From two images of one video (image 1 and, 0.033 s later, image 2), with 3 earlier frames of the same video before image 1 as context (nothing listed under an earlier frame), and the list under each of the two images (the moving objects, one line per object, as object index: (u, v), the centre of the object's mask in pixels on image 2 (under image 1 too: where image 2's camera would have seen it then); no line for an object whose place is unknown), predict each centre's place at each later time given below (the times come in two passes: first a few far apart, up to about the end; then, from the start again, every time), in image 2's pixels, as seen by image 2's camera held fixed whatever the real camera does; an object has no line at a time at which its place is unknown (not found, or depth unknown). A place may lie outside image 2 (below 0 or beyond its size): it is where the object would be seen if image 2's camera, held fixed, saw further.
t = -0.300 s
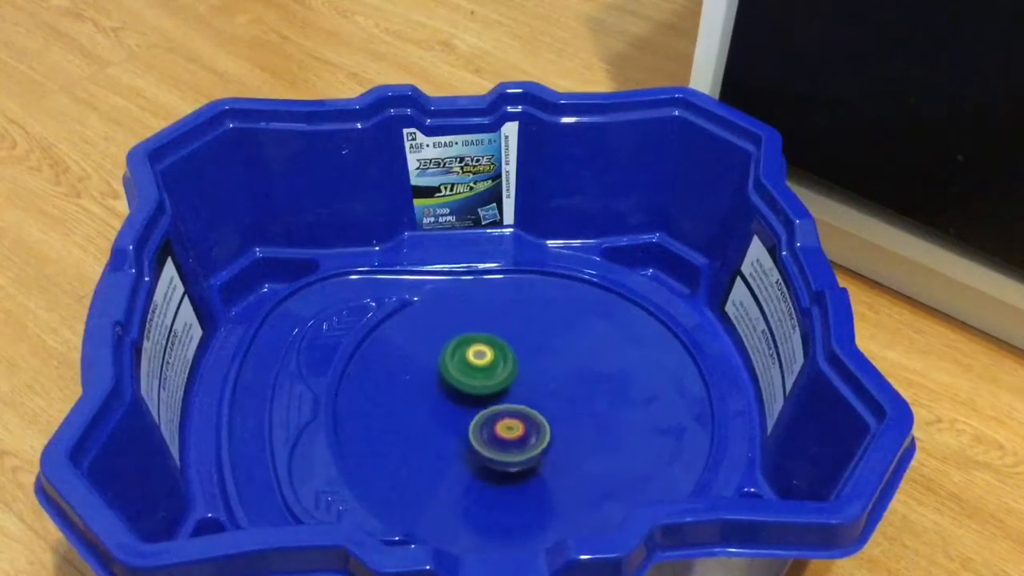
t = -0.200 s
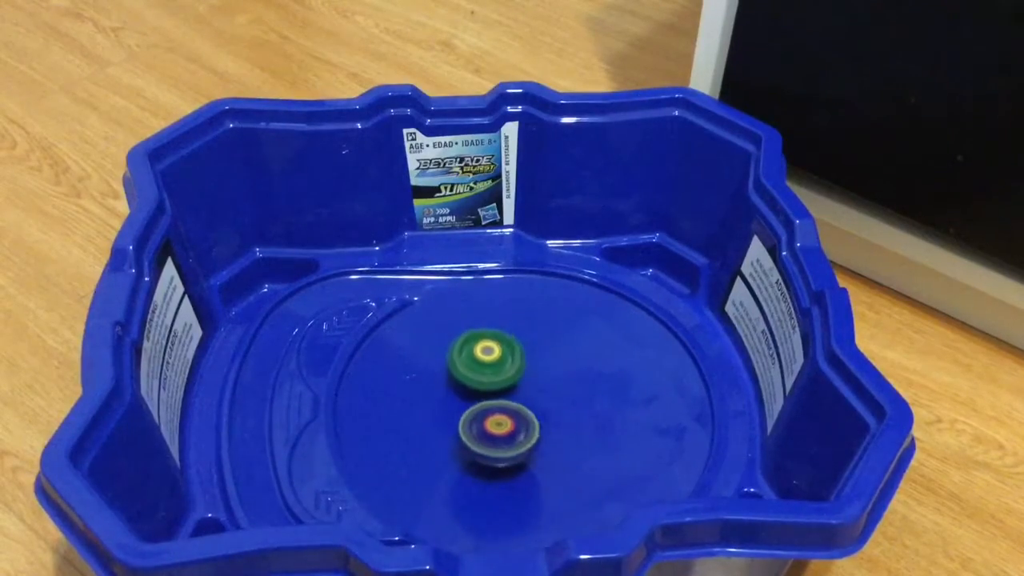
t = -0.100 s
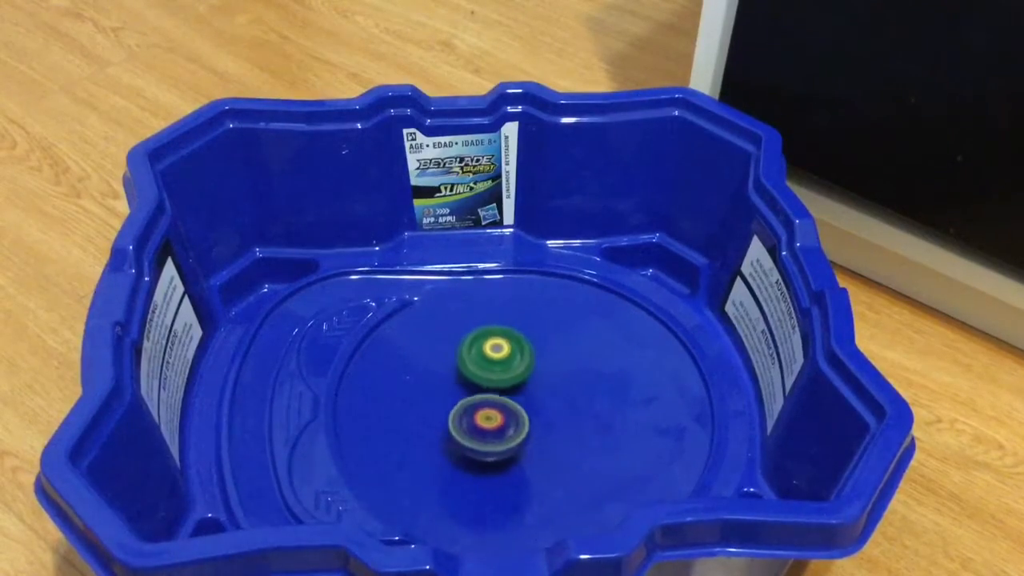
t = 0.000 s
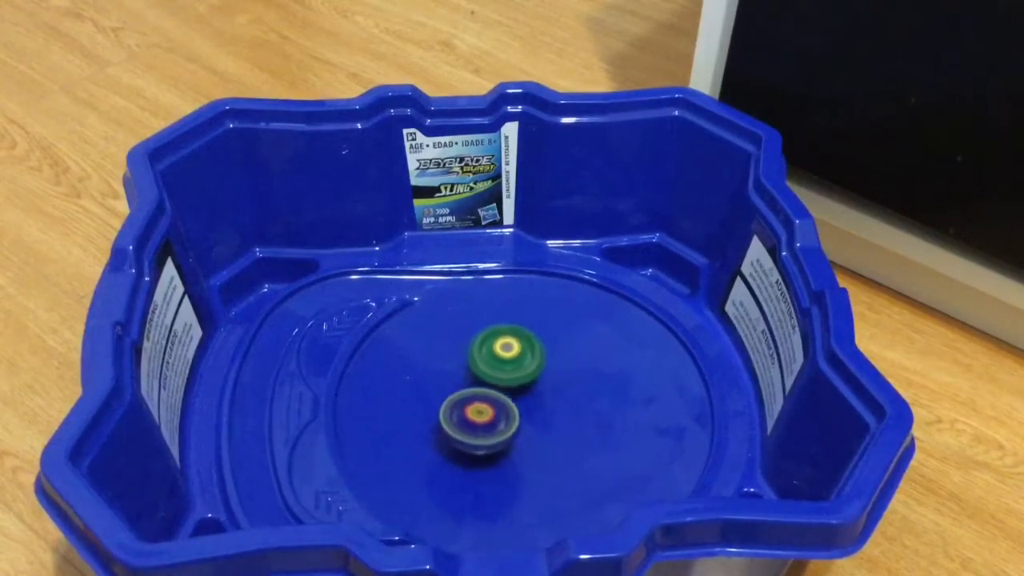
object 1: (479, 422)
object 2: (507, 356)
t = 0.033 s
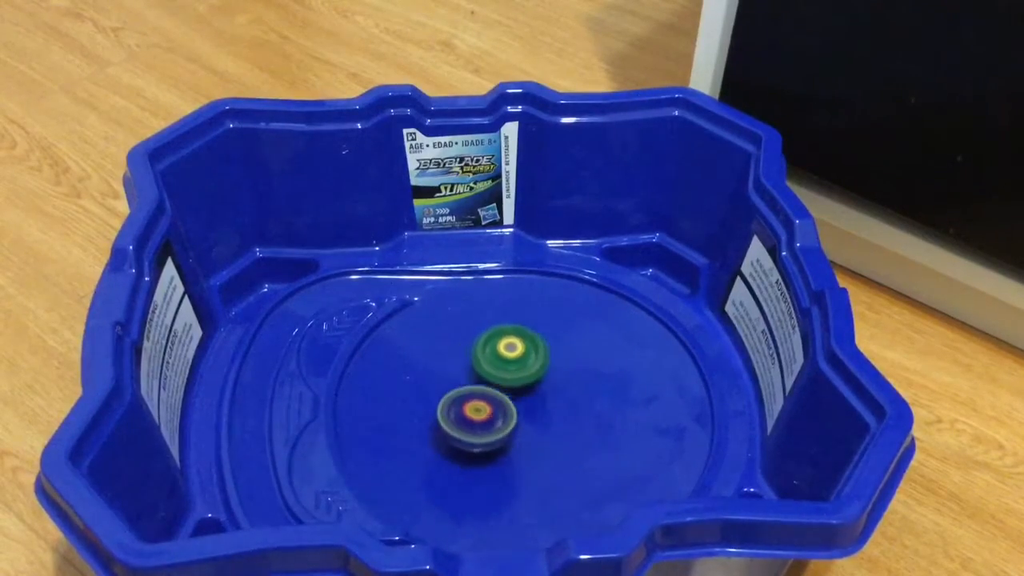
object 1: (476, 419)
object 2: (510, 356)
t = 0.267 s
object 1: (468, 400)
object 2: (538, 361)
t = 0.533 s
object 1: (474, 377)
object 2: (561, 376)
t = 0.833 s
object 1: (482, 355)
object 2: (575, 402)
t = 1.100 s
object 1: (499, 362)
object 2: (565, 422)
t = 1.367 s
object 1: (536, 363)
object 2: (531, 437)
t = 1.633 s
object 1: (558, 371)
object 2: (494, 438)
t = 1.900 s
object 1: (559, 390)
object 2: (473, 424)
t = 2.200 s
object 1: (559, 411)
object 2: (465, 392)
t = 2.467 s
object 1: (550, 425)
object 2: (478, 368)
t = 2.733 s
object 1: (526, 432)
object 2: (505, 355)
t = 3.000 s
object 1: (496, 427)
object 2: (536, 358)
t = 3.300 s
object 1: (481, 411)
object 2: (560, 380)
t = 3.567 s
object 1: (478, 388)
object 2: (565, 408)
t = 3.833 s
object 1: (488, 365)
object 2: (548, 431)
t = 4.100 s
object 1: (506, 359)
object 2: (517, 439)
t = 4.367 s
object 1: (531, 362)
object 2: (488, 430)
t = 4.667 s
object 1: (553, 372)
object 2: (473, 403)
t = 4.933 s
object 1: (575, 385)
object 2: (472, 377)
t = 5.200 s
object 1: (570, 397)
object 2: (492, 362)
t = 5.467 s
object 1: (547, 423)
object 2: (521, 357)
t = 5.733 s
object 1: (517, 441)
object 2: (544, 369)
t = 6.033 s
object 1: (494, 431)
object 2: (563, 394)
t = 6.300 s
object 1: (461, 417)
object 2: (566, 404)
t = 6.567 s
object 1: (456, 389)
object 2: (551, 419)
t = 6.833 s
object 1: (467, 362)
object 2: (536, 426)
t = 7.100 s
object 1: (506, 350)
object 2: (509, 422)
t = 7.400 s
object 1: (552, 357)
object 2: (487, 409)
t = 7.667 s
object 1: (573, 382)
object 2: (485, 394)
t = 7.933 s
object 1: (568, 416)
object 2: (496, 377)
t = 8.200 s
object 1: (537, 438)
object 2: (512, 369)
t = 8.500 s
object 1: (492, 437)
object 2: (531, 374)
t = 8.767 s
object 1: (468, 412)
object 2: (551, 389)
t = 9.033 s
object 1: (469, 378)
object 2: (553, 401)
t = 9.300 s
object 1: (495, 356)
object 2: (544, 416)
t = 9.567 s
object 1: (530, 353)
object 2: (528, 424)
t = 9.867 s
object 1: (575, 363)
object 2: (492, 434)
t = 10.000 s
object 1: (588, 362)
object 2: (481, 438)
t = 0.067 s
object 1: (474, 417)
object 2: (514, 356)
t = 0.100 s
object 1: (472, 414)
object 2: (518, 356)
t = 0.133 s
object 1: (471, 411)
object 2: (523, 357)
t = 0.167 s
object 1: (469, 409)
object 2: (526, 358)
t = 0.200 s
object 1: (468, 406)
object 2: (530, 359)
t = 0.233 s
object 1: (468, 402)
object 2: (534, 359)
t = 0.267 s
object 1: (468, 400)
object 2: (538, 361)
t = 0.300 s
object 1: (467, 396)
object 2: (542, 363)
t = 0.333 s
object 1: (467, 393)
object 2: (545, 364)
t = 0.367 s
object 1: (468, 390)
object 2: (548, 365)
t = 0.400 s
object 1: (468, 387)
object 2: (552, 367)
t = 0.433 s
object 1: (469, 384)
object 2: (555, 369)
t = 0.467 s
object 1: (470, 382)
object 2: (557, 371)
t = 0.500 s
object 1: (472, 379)
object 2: (559, 373)
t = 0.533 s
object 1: (474, 377)
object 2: (561, 376)
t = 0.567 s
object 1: (476, 374)
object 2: (563, 378)
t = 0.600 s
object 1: (479, 372)
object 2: (564, 380)
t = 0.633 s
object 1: (482, 369)
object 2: (565, 383)
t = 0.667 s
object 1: (482, 366)
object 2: (568, 386)
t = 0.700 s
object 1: (481, 363)
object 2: (570, 389)
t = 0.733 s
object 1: (481, 359)
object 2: (572, 392)
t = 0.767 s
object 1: (481, 358)
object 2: (574, 395)
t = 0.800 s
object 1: (482, 356)
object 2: (575, 399)
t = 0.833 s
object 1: (482, 355)
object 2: (575, 402)
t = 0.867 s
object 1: (484, 353)
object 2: (576, 405)
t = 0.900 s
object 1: (485, 353)
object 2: (576, 408)
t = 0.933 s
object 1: (487, 354)
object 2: (575, 411)
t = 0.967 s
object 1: (488, 355)
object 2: (574, 413)
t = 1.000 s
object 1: (491, 356)
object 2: (573, 416)
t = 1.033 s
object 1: (493, 358)
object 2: (571, 418)
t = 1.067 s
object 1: (496, 360)
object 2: (568, 420)
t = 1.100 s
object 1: (499, 362)
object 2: (565, 422)
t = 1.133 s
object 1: (503, 362)
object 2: (562, 425)
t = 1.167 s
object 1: (507, 363)
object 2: (558, 427)
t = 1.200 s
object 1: (511, 363)
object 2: (554, 429)
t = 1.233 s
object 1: (516, 363)
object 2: (549, 431)
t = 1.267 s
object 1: (521, 363)
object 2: (545, 433)
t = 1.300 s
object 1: (526, 363)
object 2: (541, 434)
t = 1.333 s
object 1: (531, 363)
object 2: (536, 436)
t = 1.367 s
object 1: (536, 363)
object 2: (531, 437)
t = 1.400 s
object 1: (541, 364)
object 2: (526, 439)
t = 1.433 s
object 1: (546, 365)
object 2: (521, 439)
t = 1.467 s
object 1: (550, 365)
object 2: (516, 440)
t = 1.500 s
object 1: (553, 366)
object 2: (512, 440)
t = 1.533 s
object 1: (555, 367)
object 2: (507, 440)
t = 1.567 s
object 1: (556, 368)
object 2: (502, 439)
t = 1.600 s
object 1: (558, 369)
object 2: (498, 439)
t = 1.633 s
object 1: (558, 371)
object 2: (494, 438)
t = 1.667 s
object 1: (558, 373)
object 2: (490, 438)
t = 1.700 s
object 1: (557, 374)
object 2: (487, 436)
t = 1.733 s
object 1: (558, 376)
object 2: (484, 435)
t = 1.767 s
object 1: (558, 378)
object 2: (481, 433)
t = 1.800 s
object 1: (558, 380)
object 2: (479, 431)
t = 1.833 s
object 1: (558, 383)
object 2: (476, 429)
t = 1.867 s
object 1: (559, 385)
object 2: (475, 426)
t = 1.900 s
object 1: (559, 390)
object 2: (473, 424)
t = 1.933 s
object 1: (559, 391)
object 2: (471, 421)
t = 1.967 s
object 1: (558, 393)
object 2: (470, 418)
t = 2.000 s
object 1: (556, 394)
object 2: (470, 414)
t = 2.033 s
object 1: (554, 396)
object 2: (469, 411)
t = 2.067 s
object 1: (552, 399)
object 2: (469, 407)
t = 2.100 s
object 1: (555, 403)
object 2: (466, 403)
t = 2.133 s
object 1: (557, 405)
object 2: (465, 399)
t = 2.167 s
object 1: (558, 409)
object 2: (465, 396)
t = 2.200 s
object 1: (559, 411)
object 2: (465, 392)
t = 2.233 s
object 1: (559, 414)
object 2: (465, 389)
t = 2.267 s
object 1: (559, 416)
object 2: (466, 385)
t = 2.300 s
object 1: (558, 418)
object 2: (468, 382)
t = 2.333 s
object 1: (557, 420)
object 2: (469, 379)
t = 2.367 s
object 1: (555, 422)
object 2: (471, 376)
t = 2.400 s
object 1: (554, 423)
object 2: (473, 373)
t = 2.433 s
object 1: (552, 424)
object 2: (476, 371)
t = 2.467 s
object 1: (550, 425)
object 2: (478, 368)
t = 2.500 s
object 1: (547, 427)
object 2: (481, 365)
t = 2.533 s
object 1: (544, 428)
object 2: (484, 364)
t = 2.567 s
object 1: (541, 430)
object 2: (488, 361)
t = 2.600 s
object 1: (539, 431)
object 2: (491, 360)
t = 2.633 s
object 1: (535, 432)
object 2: (495, 358)
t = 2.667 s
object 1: (532, 433)
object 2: (498, 357)
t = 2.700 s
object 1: (529, 433)
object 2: (501, 356)
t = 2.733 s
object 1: (526, 432)
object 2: (505, 355)
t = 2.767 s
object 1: (523, 431)
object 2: (509, 354)
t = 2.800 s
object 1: (520, 431)
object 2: (513, 354)
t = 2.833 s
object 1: (516, 431)
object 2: (517, 354)
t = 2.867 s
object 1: (512, 430)
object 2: (521, 354)
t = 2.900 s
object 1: (508, 430)
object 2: (525, 355)
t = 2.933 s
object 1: (504, 429)
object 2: (528, 356)
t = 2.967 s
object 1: (500, 428)
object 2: (532, 357)
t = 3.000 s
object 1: (496, 427)
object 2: (536, 358)
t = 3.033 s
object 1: (493, 426)
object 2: (539, 360)
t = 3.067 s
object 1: (490, 424)
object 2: (542, 362)
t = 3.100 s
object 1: (488, 423)
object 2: (545, 364)
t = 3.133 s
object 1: (486, 421)
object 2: (548, 366)
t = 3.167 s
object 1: (485, 420)
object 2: (551, 368)
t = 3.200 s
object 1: (483, 418)
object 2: (553, 371)
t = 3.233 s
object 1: (482, 416)
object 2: (556, 374)
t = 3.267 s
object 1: (482, 413)
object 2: (558, 376)
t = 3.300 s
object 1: (481, 411)
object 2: (560, 380)
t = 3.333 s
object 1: (480, 408)
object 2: (562, 383)
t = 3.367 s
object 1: (479, 405)
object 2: (563, 386)
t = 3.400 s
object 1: (478, 402)
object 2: (565, 389)
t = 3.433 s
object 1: (478, 399)
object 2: (565, 393)
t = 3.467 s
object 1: (478, 396)
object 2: (566, 397)
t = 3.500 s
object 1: (477, 393)
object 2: (566, 400)
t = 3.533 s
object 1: (478, 391)
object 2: (566, 404)
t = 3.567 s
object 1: (478, 388)
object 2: (565, 408)
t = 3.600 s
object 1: (479, 385)
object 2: (564, 411)
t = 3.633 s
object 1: (480, 382)
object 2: (562, 414)
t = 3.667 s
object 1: (481, 379)
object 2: (561, 417)
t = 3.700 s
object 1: (482, 376)
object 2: (559, 420)
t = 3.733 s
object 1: (483, 373)
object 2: (556, 423)
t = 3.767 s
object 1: (484, 370)
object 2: (553, 426)
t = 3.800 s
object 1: (486, 368)
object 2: (551, 428)
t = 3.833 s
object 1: (488, 365)
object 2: (548, 431)
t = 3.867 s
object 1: (490, 364)
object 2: (543, 433)
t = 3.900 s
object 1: (492, 362)
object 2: (540, 435)
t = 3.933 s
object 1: (494, 361)
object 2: (536, 436)
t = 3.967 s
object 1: (497, 360)
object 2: (533, 437)
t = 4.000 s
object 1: (499, 360)
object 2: (529, 439)
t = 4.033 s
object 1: (501, 359)
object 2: (525, 439)
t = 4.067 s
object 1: (503, 359)
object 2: (521, 440)
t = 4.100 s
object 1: (506, 359)
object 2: (517, 439)
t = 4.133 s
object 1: (509, 359)
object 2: (513, 439)
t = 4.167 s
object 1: (511, 359)
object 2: (509, 438)
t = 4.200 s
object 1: (514, 359)
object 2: (505, 437)
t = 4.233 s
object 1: (517, 360)
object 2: (501, 436)
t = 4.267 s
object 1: (520, 361)
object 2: (498, 435)
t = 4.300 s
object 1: (524, 360)
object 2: (494, 433)
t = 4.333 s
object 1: (527, 362)
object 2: (491, 432)
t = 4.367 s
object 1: (531, 362)
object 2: (488, 430)
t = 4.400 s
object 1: (535, 363)
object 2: (485, 427)
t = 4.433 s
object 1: (538, 364)
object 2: (482, 424)
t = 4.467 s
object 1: (542, 365)
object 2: (480, 422)
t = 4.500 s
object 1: (545, 366)
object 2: (478, 419)
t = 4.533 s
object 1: (548, 367)
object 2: (476, 416)
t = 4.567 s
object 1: (549, 369)
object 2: (474, 413)
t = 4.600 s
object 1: (551, 370)
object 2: (474, 409)
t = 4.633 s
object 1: (552, 371)
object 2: (474, 406)
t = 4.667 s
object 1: (553, 372)
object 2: (473, 403)
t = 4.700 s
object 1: (554, 374)
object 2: (473, 399)
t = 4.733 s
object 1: (555, 376)
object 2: (473, 396)
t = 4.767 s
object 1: (556, 378)
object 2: (473, 393)
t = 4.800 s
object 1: (560, 380)
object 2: (472, 389)
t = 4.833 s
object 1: (566, 381)
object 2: (470, 386)
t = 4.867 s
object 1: (570, 382)
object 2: (470, 383)
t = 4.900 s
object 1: (572, 384)
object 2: (471, 380)
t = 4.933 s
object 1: (575, 385)
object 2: (472, 377)
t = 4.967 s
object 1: (577, 386)
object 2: (474, 375)
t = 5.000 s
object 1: (577, 388)
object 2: (476, 372)
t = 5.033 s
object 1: (578, 389)
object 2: (478, 370)
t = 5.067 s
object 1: (577, 390)
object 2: (480, 368)
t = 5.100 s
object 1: (576, 391)
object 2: (483, 367)
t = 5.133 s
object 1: (574, 393)
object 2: (486, 365)
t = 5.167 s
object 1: (573, 394)
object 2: (489, 363)
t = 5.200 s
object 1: (570, 397)
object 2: (492, 362)
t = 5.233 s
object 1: (568, 399)
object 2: (496, 361)
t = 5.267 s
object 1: (565, 401)
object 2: (499, 360)
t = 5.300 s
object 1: (562, 404)
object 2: (503, 359)
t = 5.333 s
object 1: (559, 408)
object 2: (506, 358)
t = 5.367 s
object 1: (556, 412)
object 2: (509, 357)
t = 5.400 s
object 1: (553, 415)
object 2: (513, 357)
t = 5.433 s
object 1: (550, 419)
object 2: (517, 357)
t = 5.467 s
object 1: (547, 423)
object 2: (521, 357)
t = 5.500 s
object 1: (543, 427)
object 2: (524, 358)
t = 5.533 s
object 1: (539, 429)
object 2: (527, 359)
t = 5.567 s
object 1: (536, 431)
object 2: (530, 360)
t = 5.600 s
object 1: (532, 434)
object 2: (533, 361)
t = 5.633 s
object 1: (528, 437)
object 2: (536, 362)
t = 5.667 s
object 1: (524, 438)
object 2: (539, 364)
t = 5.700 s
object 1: (521, 440)
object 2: (542, 366)
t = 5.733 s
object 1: (517, 441)
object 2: (544, 369)
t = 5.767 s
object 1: (514, 441)
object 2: (547, 371)
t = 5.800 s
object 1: (511, 441)
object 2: (550, 374)
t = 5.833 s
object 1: (509, 441)
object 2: (553, 377)
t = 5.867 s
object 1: (506, 440)
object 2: (555, 379)
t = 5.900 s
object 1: (503, 439)
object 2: (557, 382)
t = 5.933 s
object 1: (501, 437)
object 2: (559, 385)
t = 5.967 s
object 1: (499, 435)
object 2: (560, 388)
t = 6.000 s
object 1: (497, 433)
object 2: (561, 391)
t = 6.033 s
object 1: (494, 431)
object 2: (563, 394)
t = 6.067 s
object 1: (486, 430)
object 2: (568, 395)
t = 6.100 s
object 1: (481, 430)
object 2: (570, 396)
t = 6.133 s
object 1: (476, 428)
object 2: (571, 397)
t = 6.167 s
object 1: (472, 426)
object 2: (571, 399)
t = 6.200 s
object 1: (468, 424)
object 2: (571, 400)
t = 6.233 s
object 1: (465, 422)
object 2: (569, 402)
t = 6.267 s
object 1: (463, 420)
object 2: (568, 403)
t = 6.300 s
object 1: (461, 417)
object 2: (566, 404)
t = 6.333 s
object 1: (460, 415)
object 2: (564, 406)
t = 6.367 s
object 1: (460, 412)
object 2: (562, 407)
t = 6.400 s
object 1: (460, 409)
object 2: (558, 409)
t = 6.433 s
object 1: (460, 405)
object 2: (555, 410)
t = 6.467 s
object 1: (461, 402)
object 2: (552, 412)
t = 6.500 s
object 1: (462, 399)
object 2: (549, 413)
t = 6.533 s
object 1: (459, 394)
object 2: (551, 417)
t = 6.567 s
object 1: (456, 389)
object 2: (551, 419)
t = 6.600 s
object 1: (455, 384)
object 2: (549, 420)
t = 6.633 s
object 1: (454, 380)
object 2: (548, 422)
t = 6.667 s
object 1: (455, 377)
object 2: (547, 423)
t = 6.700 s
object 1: (456, 373)
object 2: (545, 424)
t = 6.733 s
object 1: (457, 370)
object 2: (543, 425)
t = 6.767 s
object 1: (460, 367)
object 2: (541, 425)
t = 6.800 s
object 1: (463, 364)
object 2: (538, 426)
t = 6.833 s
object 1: (467, 362)
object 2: (536, 426)
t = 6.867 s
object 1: (471, 359)
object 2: (534, 426)
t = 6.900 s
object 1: (475, 358)
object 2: (531, 425)
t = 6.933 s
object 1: (479, 356)
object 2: (529, 425)
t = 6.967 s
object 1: (484, 354)
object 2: (525, 424)
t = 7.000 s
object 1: (490, 353)
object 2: (522, 424)
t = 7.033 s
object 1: (495, 352)
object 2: (518, 424)
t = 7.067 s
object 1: (500, 351)
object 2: (513, 423)
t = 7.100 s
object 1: (506, 350)
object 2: (509, 422)
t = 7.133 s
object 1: (512, 349)
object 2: (505, 421)
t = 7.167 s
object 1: (517, 349)
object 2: (501, 419)
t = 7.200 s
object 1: (523, 349)
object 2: (498, 418)
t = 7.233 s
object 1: (528, 350)
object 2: (495, 417)
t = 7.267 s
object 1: (534, 351)
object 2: (493, 416)
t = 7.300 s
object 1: (539, 352)
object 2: (491, 415)
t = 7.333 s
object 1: (544, 353)
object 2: (489, 413)
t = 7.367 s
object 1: (548, 355)
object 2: (488, 411)
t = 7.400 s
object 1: (552, 357)
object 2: (487, 409)
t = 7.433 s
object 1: (556, 359)
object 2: (486, 407)
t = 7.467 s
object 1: (560, 362)
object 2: (485, 405)
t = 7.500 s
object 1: (563, 365)
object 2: (484, 403)
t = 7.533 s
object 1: (566, 368)
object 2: (484, 402)
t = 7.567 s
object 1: (568, 371)
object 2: (484, 400)
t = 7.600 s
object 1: (570, 375)
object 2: (484, 398)
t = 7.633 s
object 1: (572, 378)
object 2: (484, 396)
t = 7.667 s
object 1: (573, 382)
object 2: (485, 394)
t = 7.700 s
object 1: (573, 386)
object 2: (485, 391)
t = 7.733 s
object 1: (573, 390)
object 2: (487, 389)
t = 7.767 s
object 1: (572, 396)
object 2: (488, 387)
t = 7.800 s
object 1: (573, 399)
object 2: (489, 384)
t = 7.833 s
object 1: (572, 405)
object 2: (491, 382)
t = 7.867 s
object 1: (571, 409)
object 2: (492, 380)
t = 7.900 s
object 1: (570, 413)
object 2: (494, 379)
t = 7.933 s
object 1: (568, 416)
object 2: (496, 377)
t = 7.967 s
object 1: (565, 420)
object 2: (498, 376)
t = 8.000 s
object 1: (562, 424)
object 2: (500, 374)
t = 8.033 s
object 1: (558, 427)
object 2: (502, 373)
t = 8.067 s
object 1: (554, 430)
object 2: (504, 372)
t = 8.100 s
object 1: (550, 433)
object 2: (506, 371)
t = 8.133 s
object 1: (547, 434)
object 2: (508, 370)
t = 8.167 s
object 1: (542, 437)
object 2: (510, 369)
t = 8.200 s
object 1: (537, 438)
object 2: (512, 369)
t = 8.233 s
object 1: (532, 440)
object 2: (514, 369)
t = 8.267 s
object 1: (527, 441)
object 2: (515, 369)
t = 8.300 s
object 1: (521, 442)
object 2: (517, 369)
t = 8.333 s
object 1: (516, 442)
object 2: (519, 370)
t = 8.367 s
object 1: (511, 442)
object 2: (521, 371)
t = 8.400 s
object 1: (506, 441)
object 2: (523, 371)
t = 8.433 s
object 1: (501, 440)
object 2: (526, 372)
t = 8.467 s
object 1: (496, 438)
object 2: (528, 374)
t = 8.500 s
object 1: (492, 437)
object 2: (531, 374)
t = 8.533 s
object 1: (488, 435)
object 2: (533, 376)
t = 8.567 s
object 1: (484, 432)
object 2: (536, 377)
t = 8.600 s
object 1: (480, 429)
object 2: (539, 379)
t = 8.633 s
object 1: (477, 426)
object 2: (541, 381)
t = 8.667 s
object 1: (474, 423)
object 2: (545, 383)
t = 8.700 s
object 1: (471, 419)
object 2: (547, 385)
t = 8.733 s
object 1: (469, 416)
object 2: (549, 387)
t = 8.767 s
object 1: (468, 412)
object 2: (551, 389)
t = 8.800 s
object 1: (466, 407)
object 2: (552, 391)
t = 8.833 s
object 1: (466, 403)
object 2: (554, 392)
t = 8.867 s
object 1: (465, 399)
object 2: (554, 393)
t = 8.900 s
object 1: (465, 395)
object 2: (554, 395)
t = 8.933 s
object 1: (465, 391)
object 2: (554, 396)
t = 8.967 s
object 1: (466, 386)
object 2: (554, 397)
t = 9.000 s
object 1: (468, 382)
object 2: (554, 399)
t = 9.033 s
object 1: (469, 378)
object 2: (553, 401)
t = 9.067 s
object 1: (472, 375)
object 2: (553, 403)
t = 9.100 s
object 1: (474, 371)
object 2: (552, 405)
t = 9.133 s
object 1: (477, 368)
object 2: (552, 408)
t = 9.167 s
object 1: (480, 365)
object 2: (551, 409)
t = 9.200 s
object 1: (483, 362)
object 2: (550, 411)
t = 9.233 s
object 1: (487, 360)
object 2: (548, 413)
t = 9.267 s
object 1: (491, 358)
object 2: (547, 415)
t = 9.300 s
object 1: (495, 356)
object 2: (544, 416)
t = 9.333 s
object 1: (499, 354)
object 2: (543, 417)
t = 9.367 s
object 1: (504, 353)
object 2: (541, 419)
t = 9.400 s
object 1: (508, 352)
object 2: (539, 420)
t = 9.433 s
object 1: (513, 352)
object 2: (537, 421)
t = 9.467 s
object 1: (517, 351)
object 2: (535, 422)
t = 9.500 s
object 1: (522, 352)
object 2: (533, 422)
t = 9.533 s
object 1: (526, 352)
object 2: (531, 423)
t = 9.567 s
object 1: (530, 353)
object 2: (528, 424)
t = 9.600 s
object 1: (535, 354)
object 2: (526, 424)
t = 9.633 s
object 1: (539, 356)
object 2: (524, 425)
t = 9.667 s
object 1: (543, 358)
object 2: (521, 425)
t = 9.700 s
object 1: (546, 360)
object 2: (520, 425)
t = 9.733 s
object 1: (550, 363)
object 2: (517, 425)
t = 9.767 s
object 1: (553, 365)
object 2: (515, 424)
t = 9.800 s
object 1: (557, 367)
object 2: (510, 426)
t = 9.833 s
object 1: (567, 365)
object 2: (500, 431)
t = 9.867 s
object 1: (575, 363)
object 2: (492, 434)
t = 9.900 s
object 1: (580, 361)
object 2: (489, 435)
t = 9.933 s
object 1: (584, 361)
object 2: (486, 436)
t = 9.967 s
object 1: (586, 362)
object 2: (483, 437)
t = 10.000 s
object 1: (588, 362)
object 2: (481, 438)
